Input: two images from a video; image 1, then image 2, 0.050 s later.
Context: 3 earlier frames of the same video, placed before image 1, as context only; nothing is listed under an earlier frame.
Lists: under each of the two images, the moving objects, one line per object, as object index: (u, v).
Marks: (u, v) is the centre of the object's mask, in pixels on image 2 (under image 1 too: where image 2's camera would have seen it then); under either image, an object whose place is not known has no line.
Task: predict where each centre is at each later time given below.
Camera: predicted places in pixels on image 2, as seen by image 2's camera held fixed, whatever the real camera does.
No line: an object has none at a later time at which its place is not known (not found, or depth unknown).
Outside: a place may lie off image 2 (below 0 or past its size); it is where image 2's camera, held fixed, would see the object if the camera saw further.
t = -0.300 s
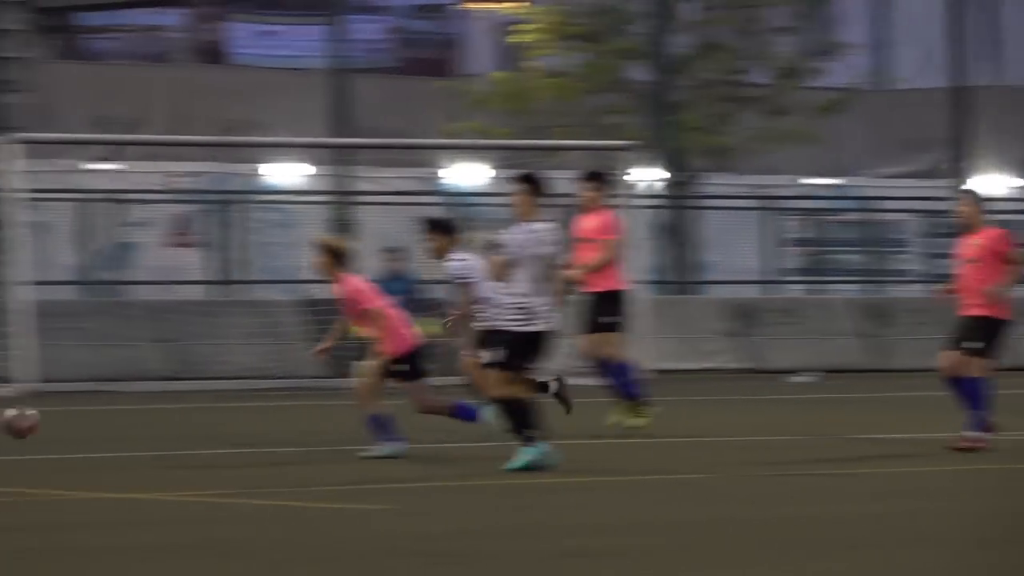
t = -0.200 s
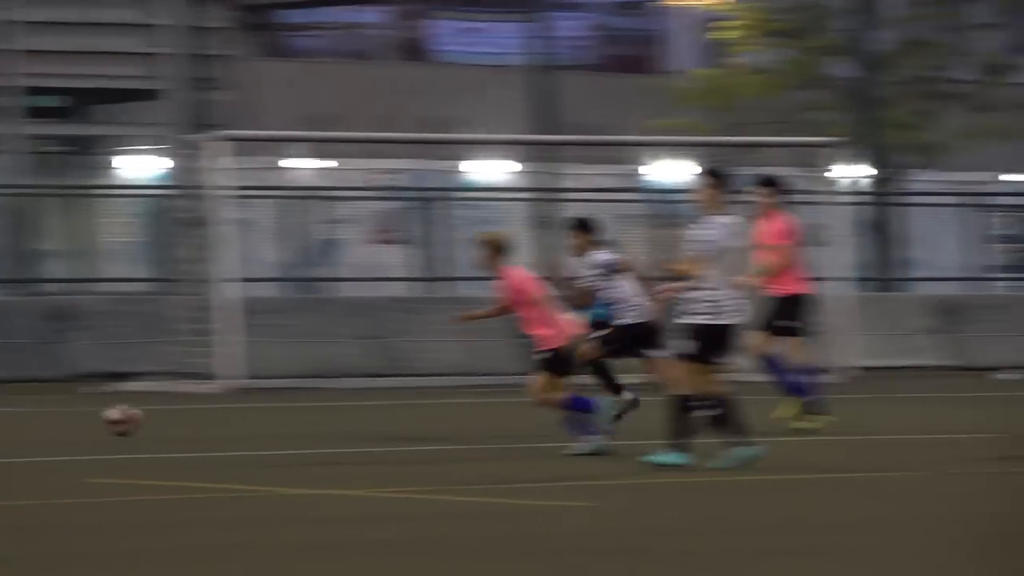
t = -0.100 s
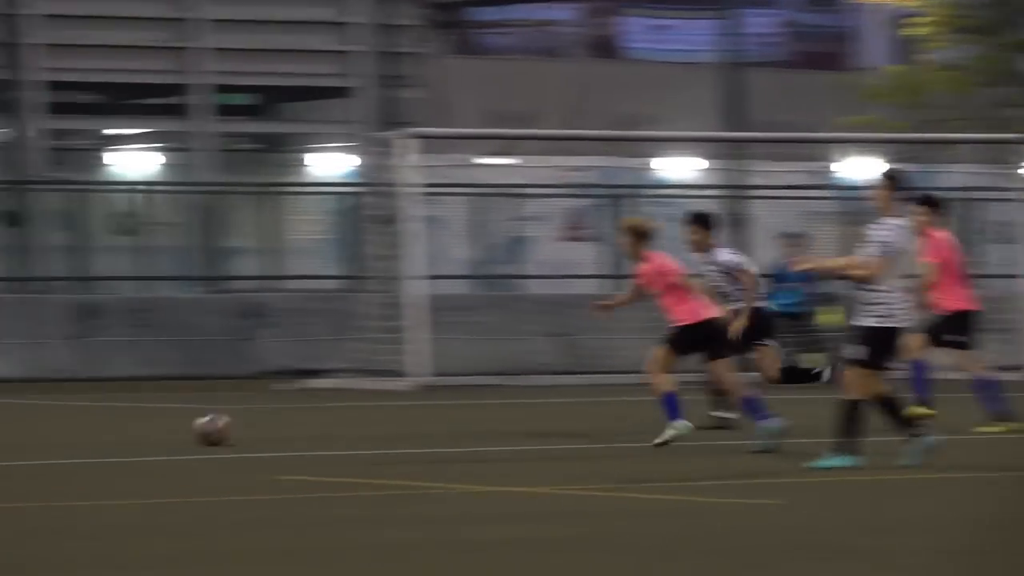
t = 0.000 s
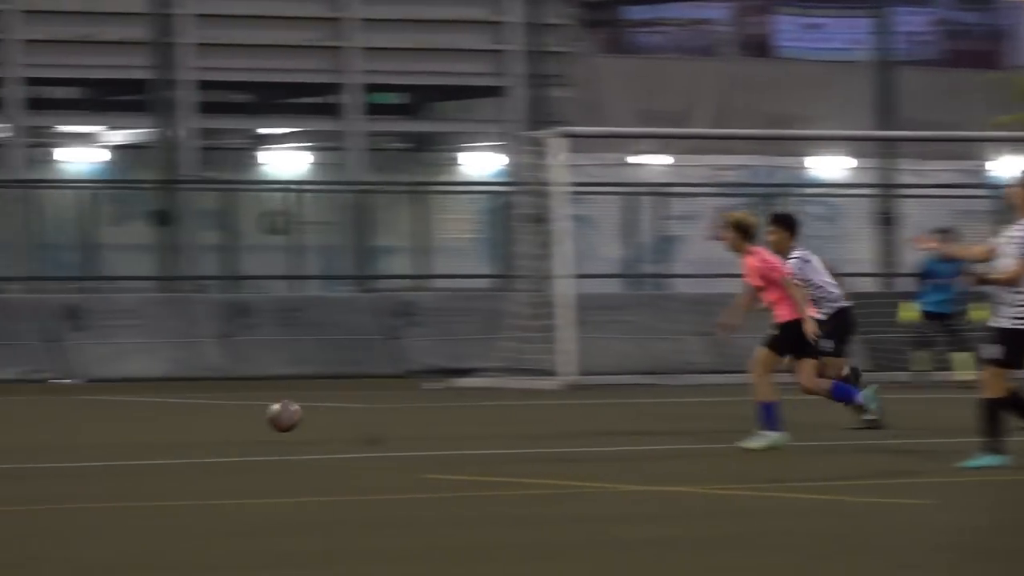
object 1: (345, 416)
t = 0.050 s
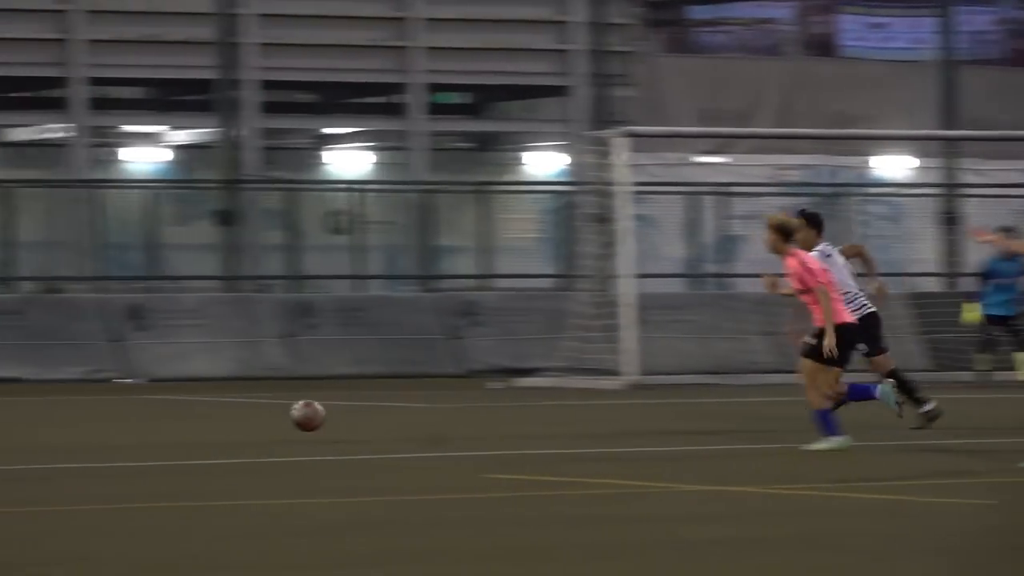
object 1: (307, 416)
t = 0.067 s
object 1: (295, 416)
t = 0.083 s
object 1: (284, 418)
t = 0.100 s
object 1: (271, 419)
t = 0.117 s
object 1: (260, 421)
